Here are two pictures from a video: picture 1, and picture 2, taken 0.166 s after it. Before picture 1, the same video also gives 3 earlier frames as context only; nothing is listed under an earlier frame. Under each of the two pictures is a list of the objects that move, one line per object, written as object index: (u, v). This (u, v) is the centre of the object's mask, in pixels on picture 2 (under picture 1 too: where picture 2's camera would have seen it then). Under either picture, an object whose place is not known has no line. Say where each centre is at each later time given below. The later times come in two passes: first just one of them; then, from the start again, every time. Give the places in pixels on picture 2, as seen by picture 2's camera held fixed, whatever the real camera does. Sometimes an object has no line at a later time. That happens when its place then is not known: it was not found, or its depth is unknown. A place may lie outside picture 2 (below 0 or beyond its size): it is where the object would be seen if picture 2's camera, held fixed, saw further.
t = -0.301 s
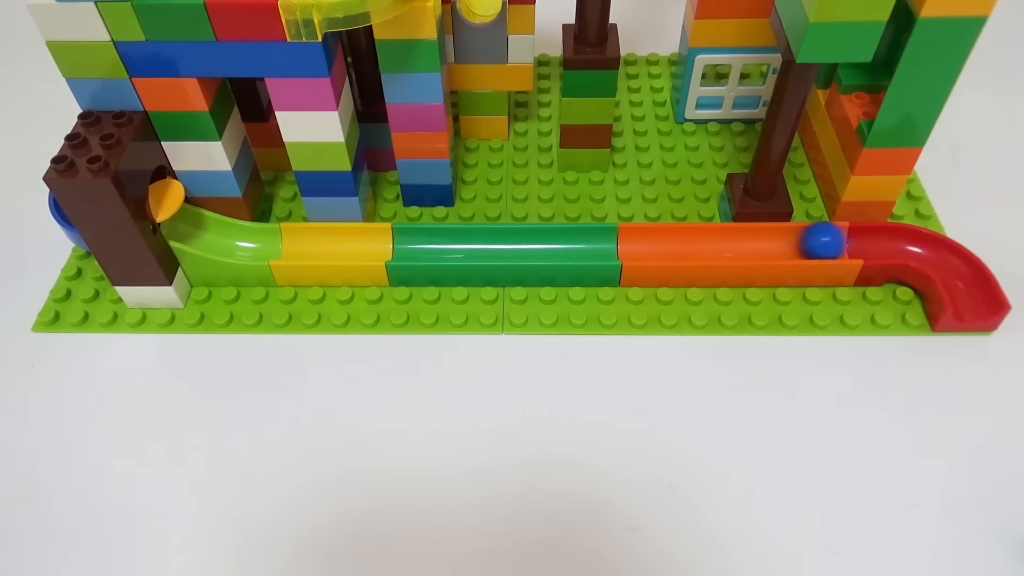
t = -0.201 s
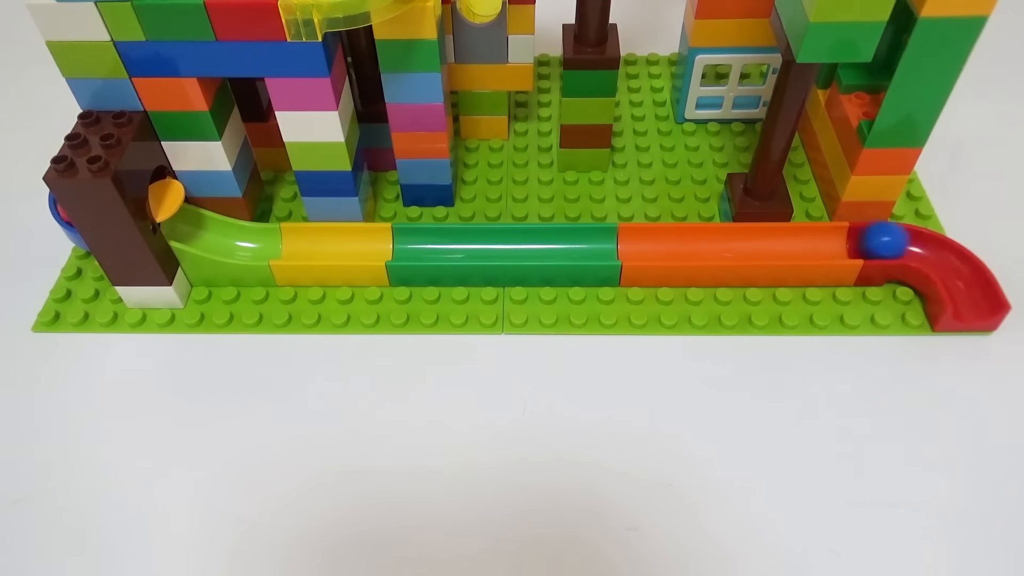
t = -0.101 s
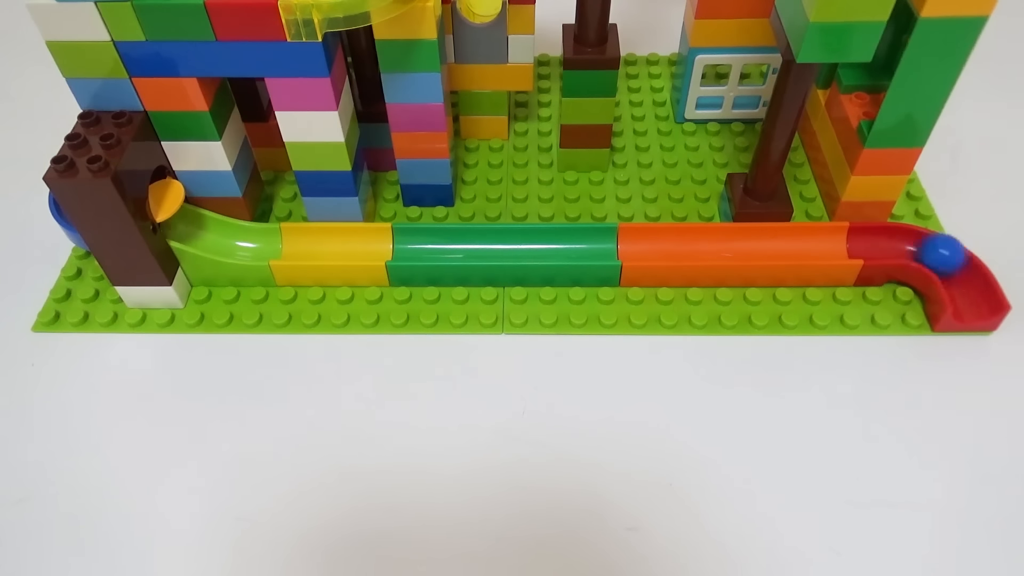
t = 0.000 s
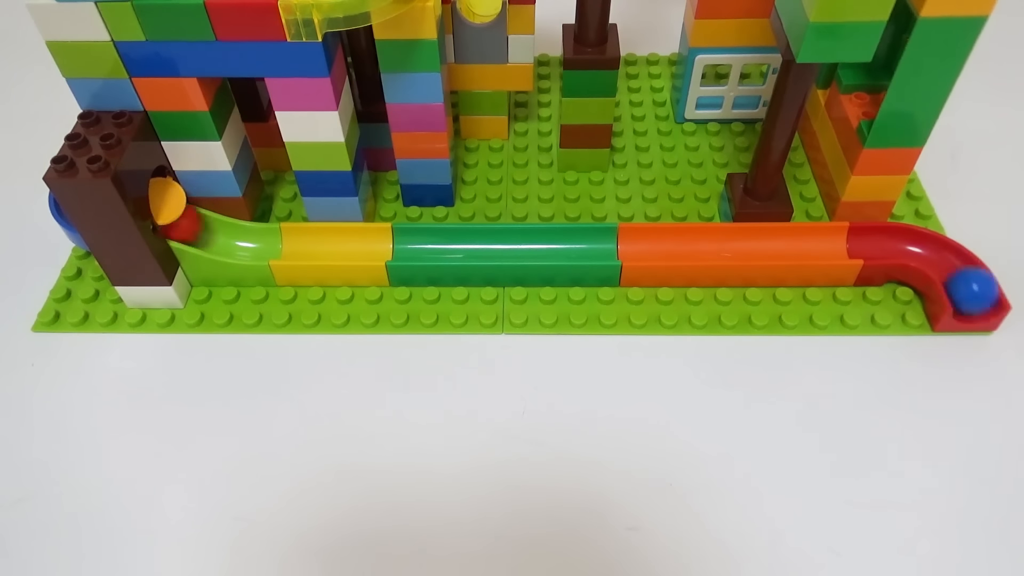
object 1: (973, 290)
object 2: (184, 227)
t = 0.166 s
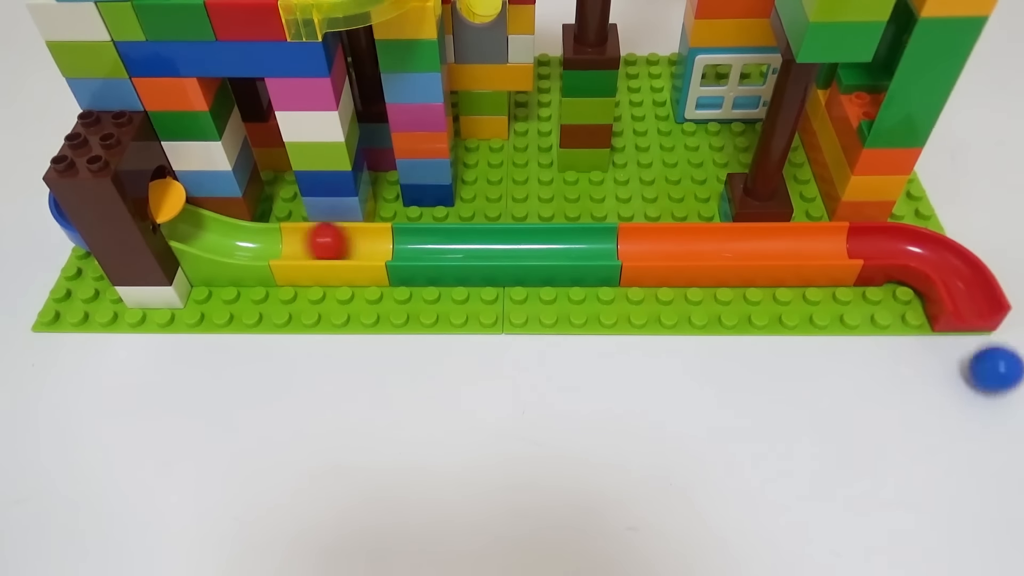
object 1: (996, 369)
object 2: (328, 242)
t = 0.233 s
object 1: (1004, 402)
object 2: (384, 242)
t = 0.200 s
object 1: (1001, 384)
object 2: (355, 242)
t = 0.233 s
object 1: (1004, 402)
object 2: (384, 242)
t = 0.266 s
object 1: (1008, 421)
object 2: (412, 242)
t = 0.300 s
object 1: (1011, 440)
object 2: (439, 242)
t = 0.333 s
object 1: (1015, 458)
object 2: (467, 242)
